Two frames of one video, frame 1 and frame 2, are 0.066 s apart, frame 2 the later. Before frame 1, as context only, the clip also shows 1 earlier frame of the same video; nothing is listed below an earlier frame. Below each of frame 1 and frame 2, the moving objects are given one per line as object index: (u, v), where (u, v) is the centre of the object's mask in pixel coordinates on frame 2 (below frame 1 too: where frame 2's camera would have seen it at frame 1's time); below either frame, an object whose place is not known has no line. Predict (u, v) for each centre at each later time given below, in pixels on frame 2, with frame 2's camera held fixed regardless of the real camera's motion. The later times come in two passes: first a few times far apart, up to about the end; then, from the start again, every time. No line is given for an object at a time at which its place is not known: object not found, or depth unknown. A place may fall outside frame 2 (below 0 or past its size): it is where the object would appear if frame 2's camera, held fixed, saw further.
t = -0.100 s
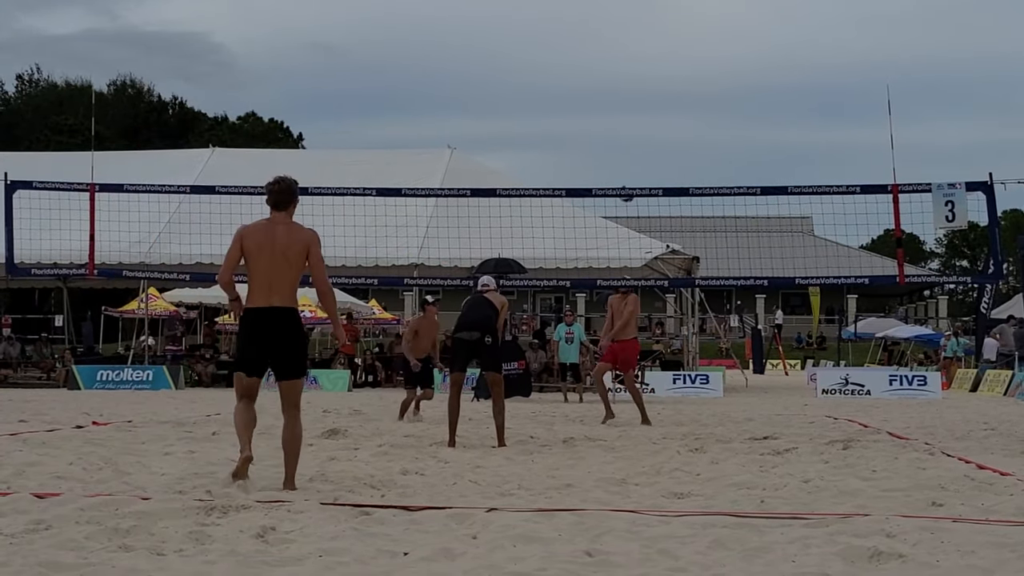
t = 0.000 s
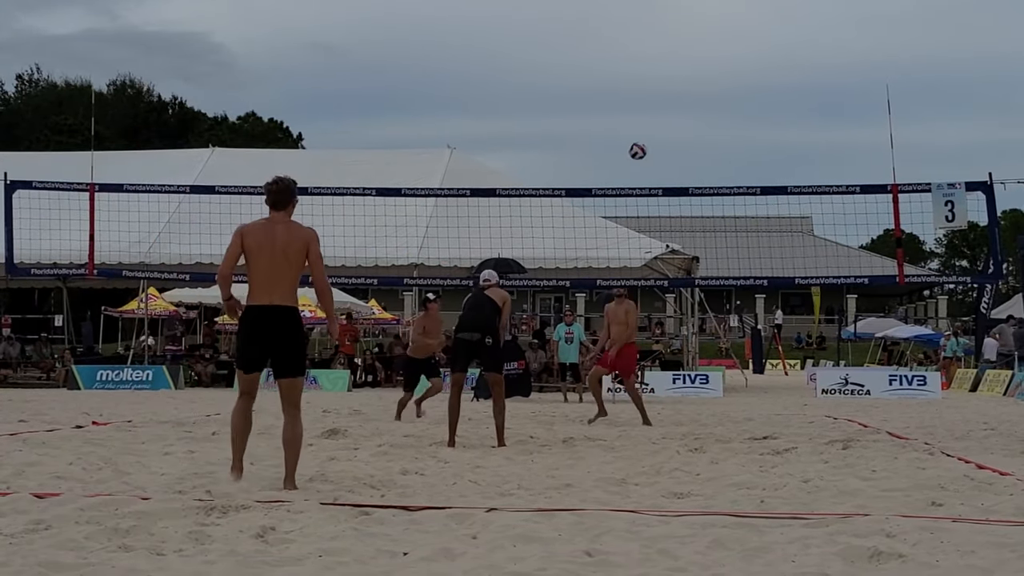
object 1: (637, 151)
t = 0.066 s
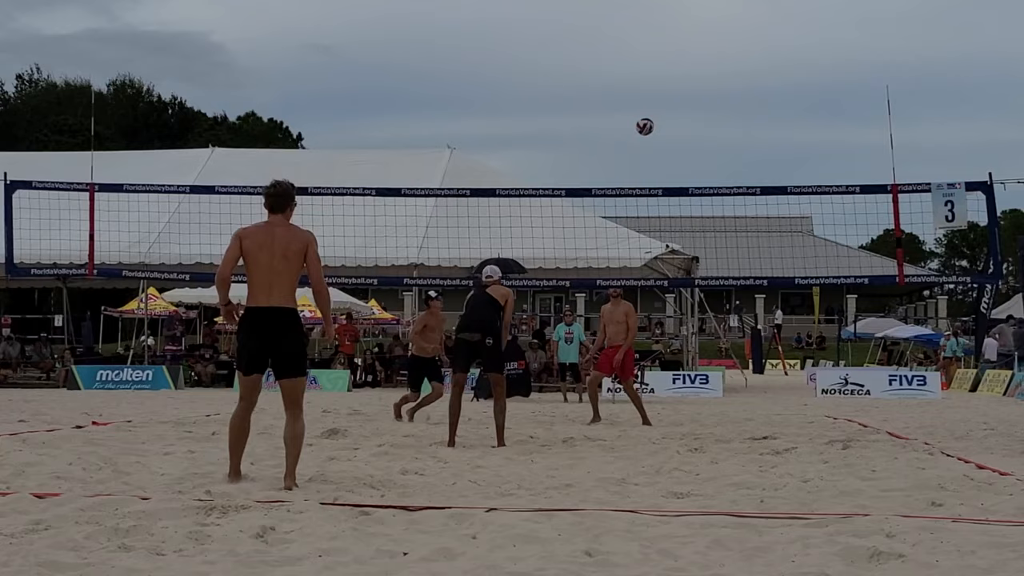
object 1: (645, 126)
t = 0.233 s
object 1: (663, 81)
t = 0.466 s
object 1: (689, 53)
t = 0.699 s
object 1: (716, 72)
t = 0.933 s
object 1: (743, 141)
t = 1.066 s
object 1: (756, 204)
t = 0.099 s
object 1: (648, 115)
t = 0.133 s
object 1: (652, 105)
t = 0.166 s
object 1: (656, 96)
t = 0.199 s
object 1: (659, 88)
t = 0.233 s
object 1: (663, 81)
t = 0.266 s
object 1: (667, 73)
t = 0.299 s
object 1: (671, 67)
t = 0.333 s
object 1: (675, 63)
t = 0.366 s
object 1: (678, 59)
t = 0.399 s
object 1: (682, 56)
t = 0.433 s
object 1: (686, 54)
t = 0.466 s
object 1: (689, 53)
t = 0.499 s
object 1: (694, 53)
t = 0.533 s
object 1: (697, 53)
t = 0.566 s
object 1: (701, 55)
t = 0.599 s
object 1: (705, 58)
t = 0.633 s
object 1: (708, 61)
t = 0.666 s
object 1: (712, 66)
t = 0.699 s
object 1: (716, 72)
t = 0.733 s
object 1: (720, 79)
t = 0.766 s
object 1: (724, 86)
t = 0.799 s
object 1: (727, 96)
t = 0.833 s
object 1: (731, 105)
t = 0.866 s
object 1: (735, 115)
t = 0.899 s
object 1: (739, 127)
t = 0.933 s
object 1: (743, 141)
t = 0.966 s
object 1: (745, 155)
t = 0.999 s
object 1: (749, 170)
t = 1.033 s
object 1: (753, 182)
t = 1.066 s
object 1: (756, 204)
